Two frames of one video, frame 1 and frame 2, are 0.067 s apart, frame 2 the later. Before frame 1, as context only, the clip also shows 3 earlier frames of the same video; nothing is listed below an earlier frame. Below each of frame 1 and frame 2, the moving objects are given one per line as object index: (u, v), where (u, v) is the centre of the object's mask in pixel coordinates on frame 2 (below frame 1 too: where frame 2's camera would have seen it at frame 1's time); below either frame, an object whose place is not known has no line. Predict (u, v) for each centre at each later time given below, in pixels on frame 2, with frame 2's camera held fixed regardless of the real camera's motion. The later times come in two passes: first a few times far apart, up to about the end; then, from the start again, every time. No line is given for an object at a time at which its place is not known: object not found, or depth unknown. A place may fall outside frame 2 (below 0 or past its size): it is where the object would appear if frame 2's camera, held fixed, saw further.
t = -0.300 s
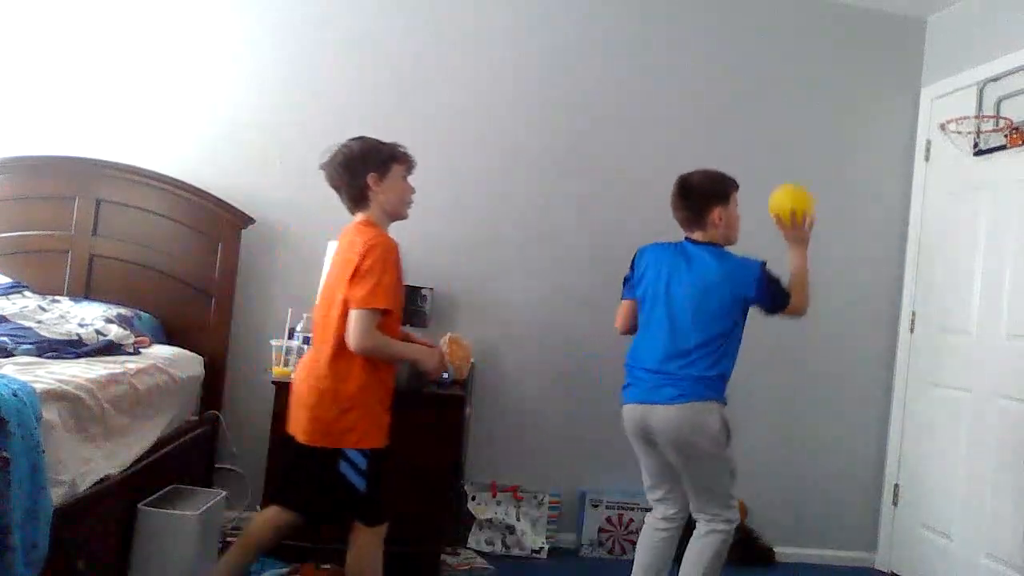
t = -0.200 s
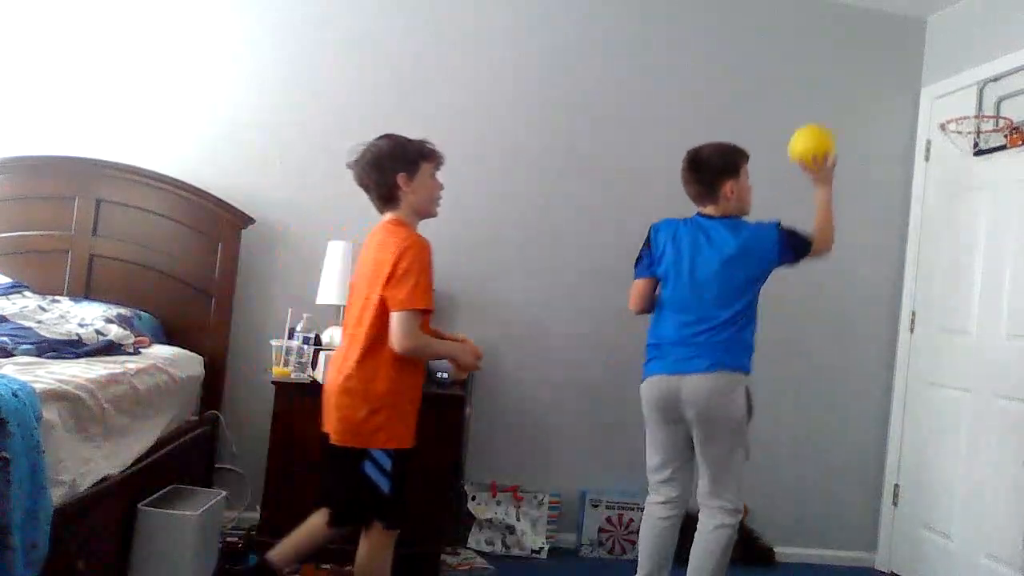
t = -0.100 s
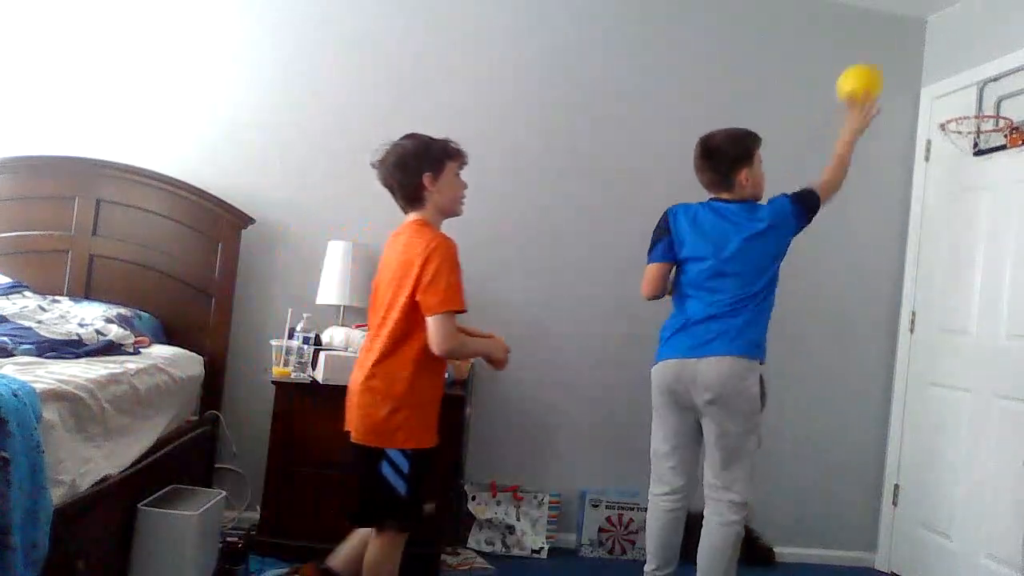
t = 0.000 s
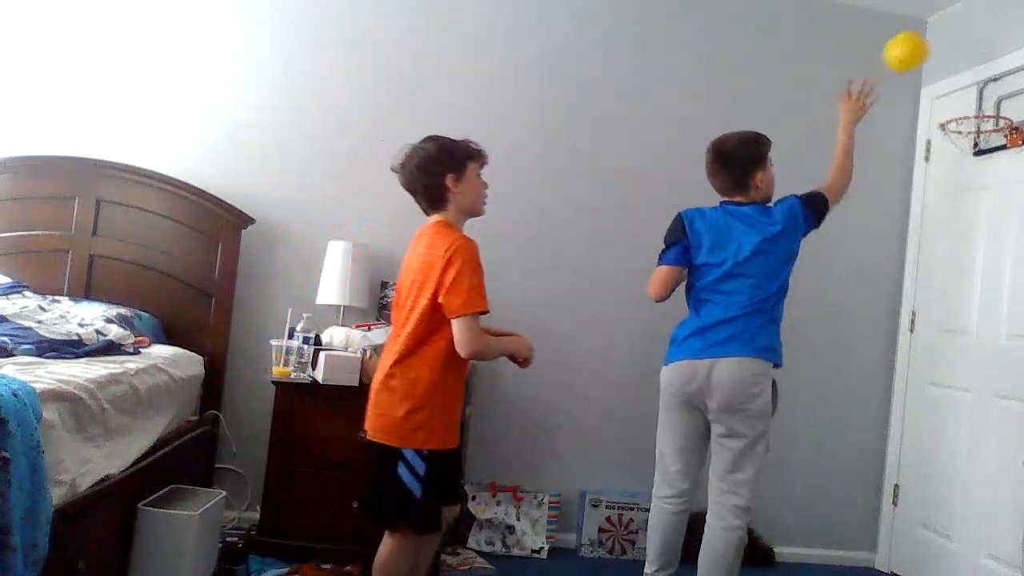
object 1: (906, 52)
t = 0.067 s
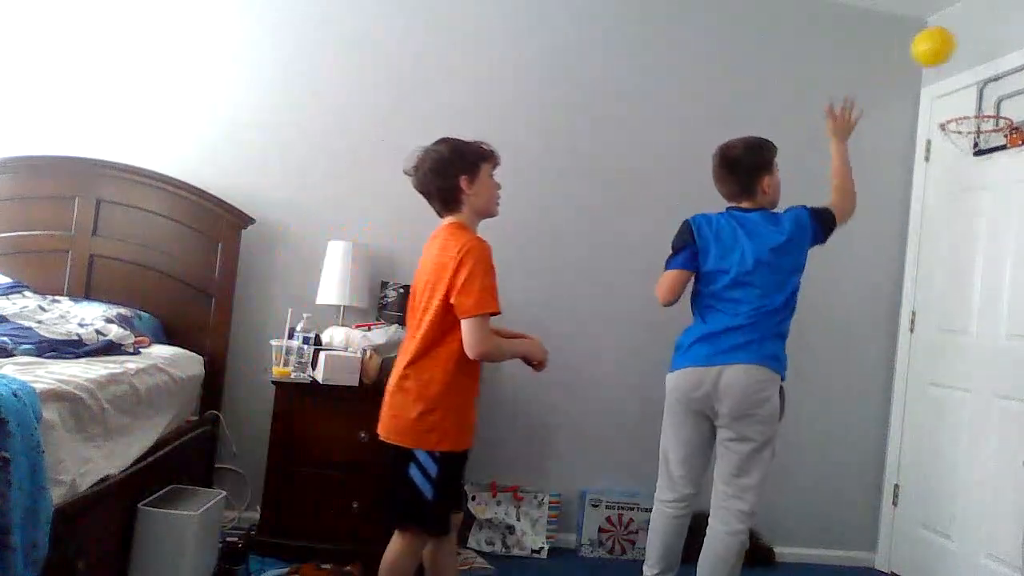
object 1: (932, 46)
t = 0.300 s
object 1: (986, 103)
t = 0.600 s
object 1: (979, 146)
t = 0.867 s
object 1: (953, 162)
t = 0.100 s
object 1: (944, 48)
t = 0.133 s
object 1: (956, 53)
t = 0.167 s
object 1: (968, 61)
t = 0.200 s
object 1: (979, 71)
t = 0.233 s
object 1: (990, 84)
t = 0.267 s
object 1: (995, 97)
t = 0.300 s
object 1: (986, 103)
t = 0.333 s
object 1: (976, 116)
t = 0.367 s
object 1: (967, 128)
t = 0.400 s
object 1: (970, 135)
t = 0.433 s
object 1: (974, 139)
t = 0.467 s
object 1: (979, 141)
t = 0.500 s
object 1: (983, 142)
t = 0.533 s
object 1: (983, 143)
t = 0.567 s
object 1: (982, 145)
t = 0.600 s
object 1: (979, 146)
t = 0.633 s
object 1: (975, 147)
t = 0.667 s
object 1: (972, 148)
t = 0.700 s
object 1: (968, 148)
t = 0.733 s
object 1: (965, 149)
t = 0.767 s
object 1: (963, 149)
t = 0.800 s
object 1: (960, 151)
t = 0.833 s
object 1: (957, 155)
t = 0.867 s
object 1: (953, 162)
